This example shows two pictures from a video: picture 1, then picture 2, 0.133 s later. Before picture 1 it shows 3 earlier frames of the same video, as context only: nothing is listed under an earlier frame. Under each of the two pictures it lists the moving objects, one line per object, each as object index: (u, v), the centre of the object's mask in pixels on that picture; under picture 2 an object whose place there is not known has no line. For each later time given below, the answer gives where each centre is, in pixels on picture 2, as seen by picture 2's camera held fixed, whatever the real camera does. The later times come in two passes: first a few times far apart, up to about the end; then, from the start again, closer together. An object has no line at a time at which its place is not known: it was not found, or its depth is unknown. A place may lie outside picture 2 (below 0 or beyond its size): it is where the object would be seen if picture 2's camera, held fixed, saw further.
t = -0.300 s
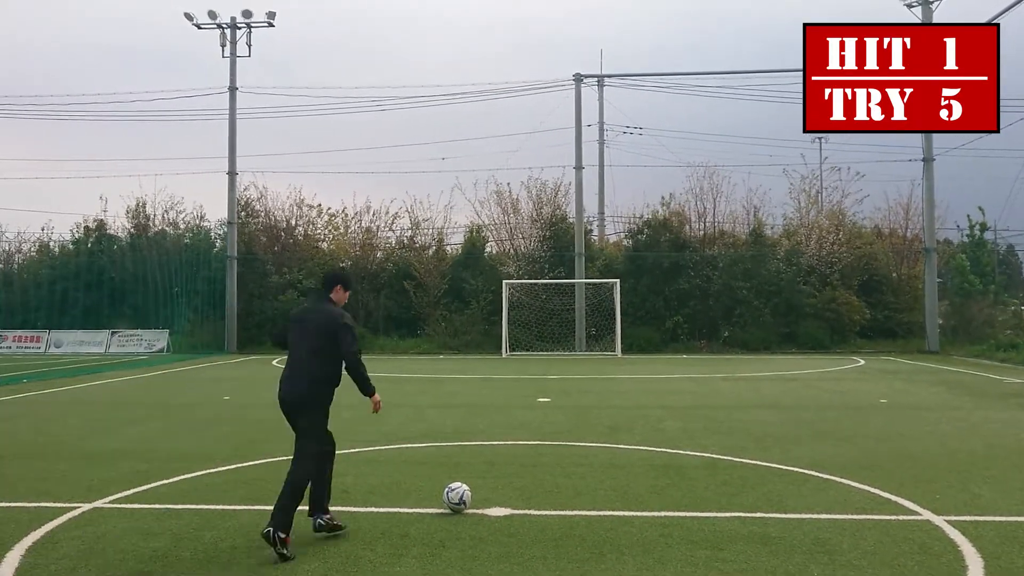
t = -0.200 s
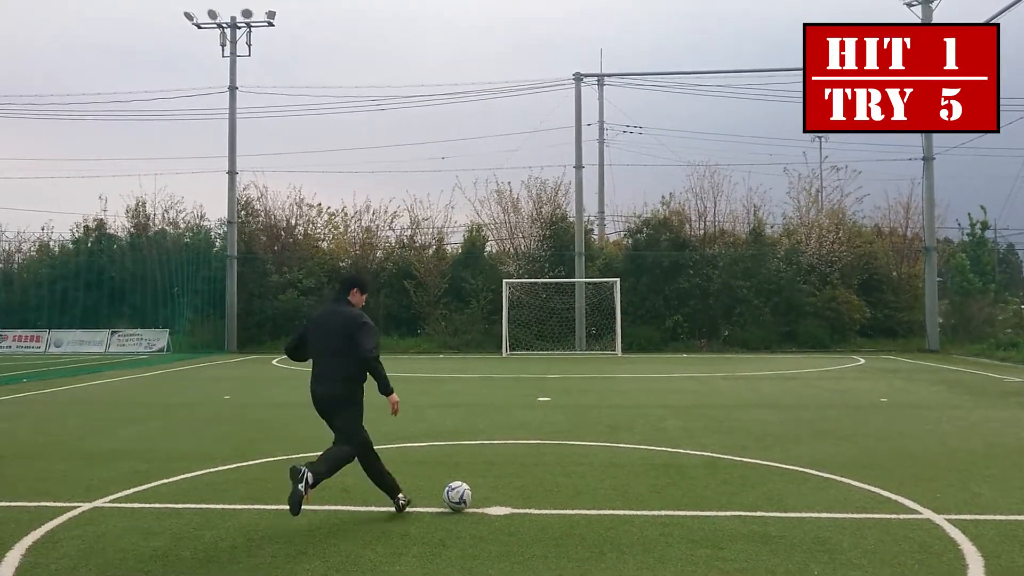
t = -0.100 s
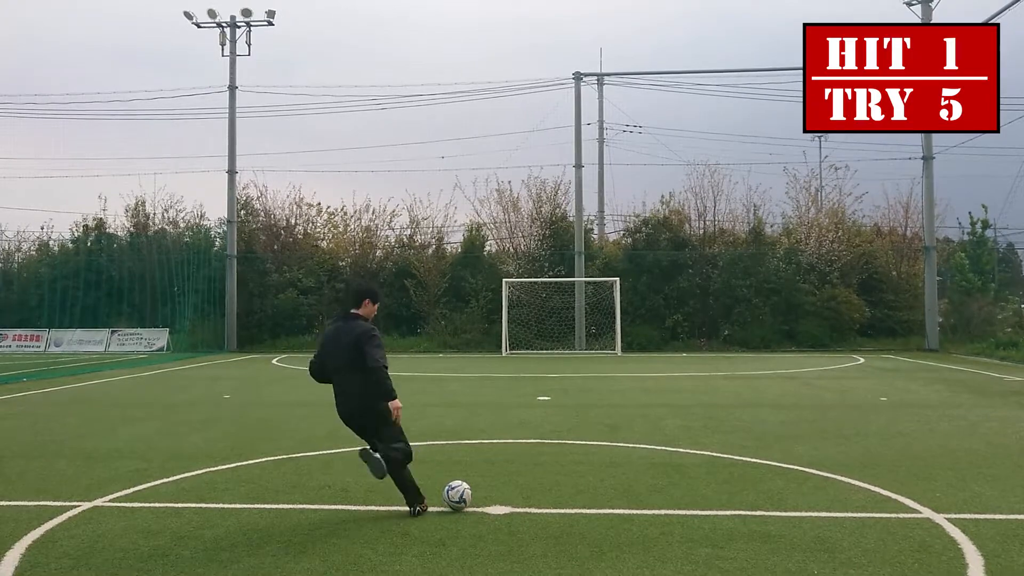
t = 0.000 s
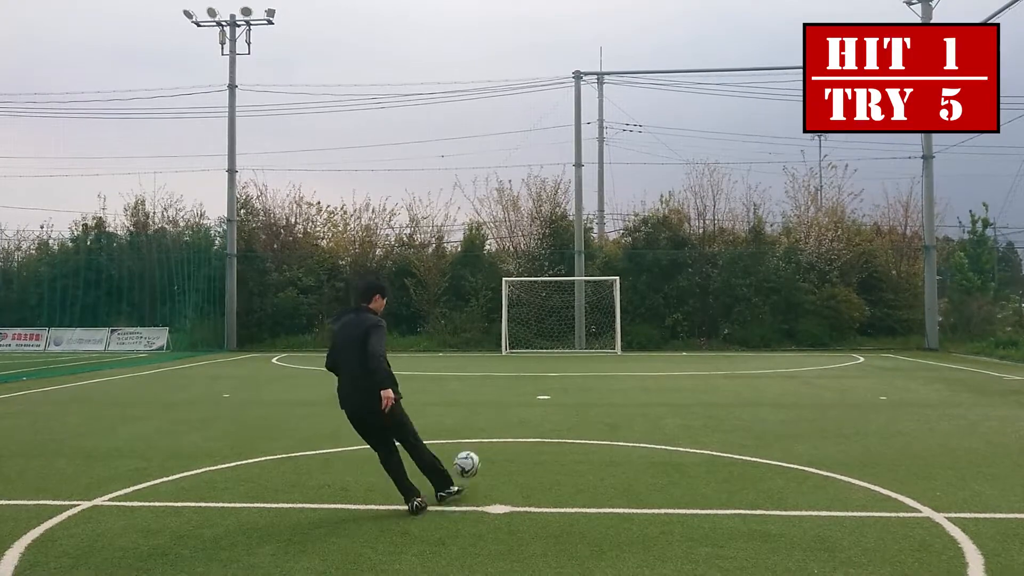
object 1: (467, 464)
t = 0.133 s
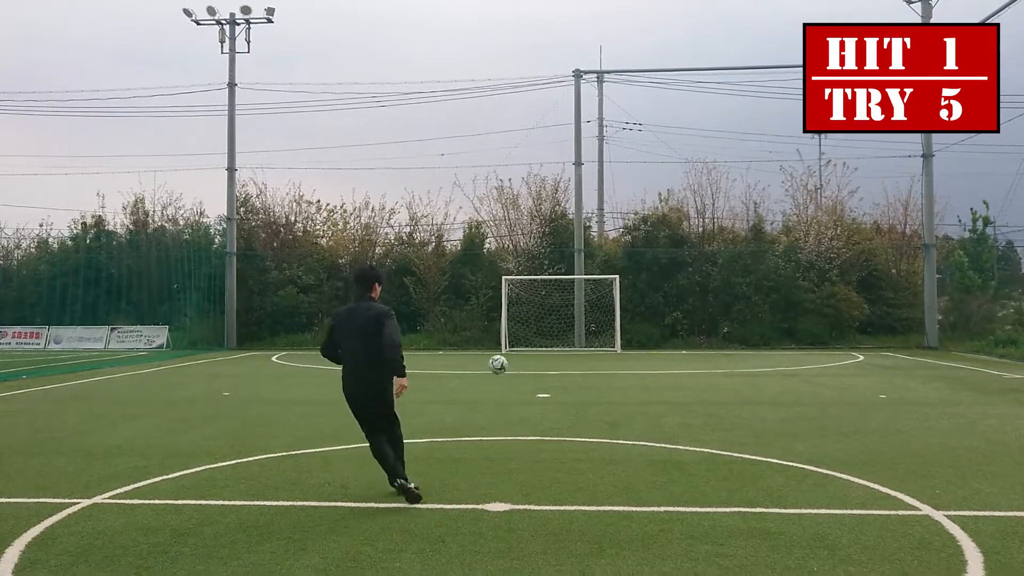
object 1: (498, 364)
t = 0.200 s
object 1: (506, 338)
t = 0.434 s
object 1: (522, 293)
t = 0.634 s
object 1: (528, 286)
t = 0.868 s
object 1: (533, 294)
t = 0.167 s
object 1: (503, 350)
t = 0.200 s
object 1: (506, 338)
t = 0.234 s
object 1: (510, 326)
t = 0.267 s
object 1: (513, 318)
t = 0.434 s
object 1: (522, 293)
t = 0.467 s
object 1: (524, 289)
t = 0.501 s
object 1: (525, 288)
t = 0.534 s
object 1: (526, 287)
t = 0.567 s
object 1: (527, 286)
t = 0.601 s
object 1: (528, 285)
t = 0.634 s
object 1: (528, 286)
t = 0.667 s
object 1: (529, 286)
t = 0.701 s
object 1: (530, 286)
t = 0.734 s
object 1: (531, 288)
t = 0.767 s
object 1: (532, 289)
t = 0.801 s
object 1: (532, 291)
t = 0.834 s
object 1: (533, 292)
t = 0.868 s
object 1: (533, 294)
